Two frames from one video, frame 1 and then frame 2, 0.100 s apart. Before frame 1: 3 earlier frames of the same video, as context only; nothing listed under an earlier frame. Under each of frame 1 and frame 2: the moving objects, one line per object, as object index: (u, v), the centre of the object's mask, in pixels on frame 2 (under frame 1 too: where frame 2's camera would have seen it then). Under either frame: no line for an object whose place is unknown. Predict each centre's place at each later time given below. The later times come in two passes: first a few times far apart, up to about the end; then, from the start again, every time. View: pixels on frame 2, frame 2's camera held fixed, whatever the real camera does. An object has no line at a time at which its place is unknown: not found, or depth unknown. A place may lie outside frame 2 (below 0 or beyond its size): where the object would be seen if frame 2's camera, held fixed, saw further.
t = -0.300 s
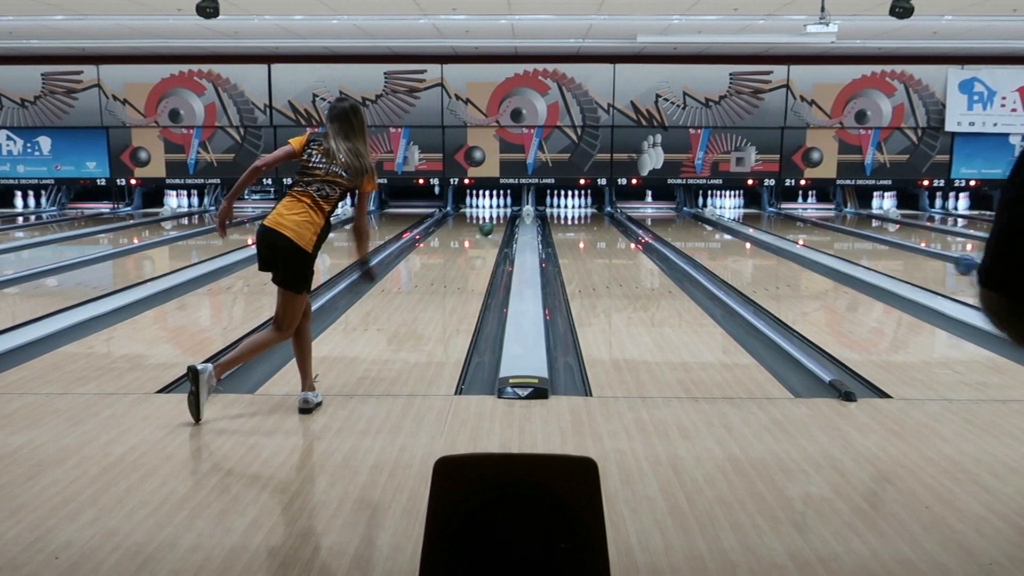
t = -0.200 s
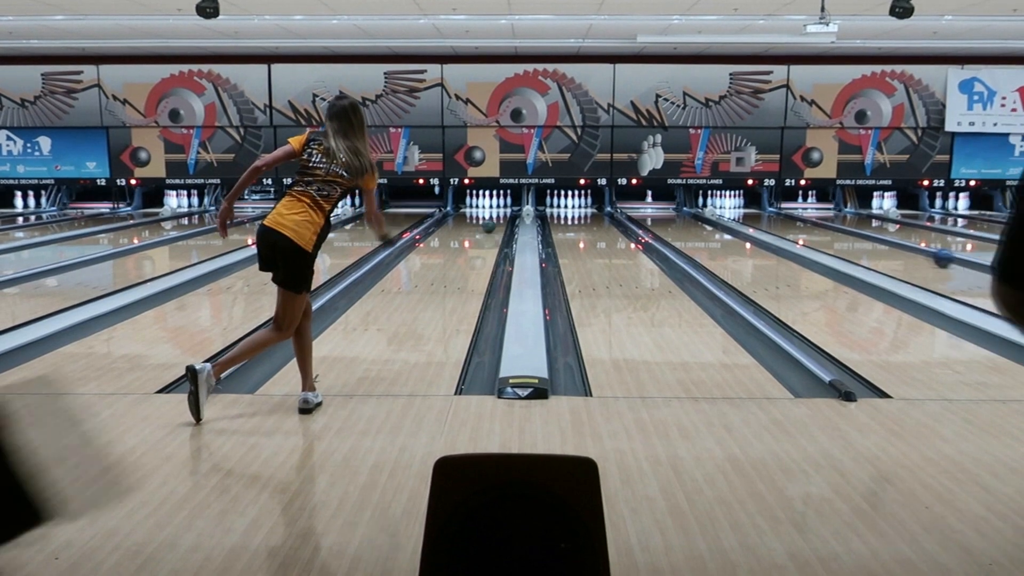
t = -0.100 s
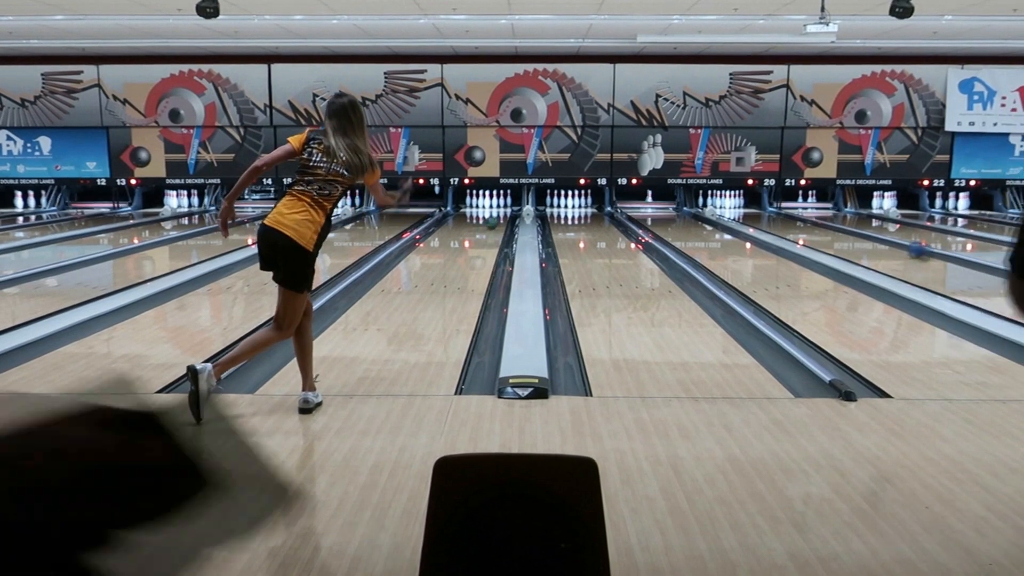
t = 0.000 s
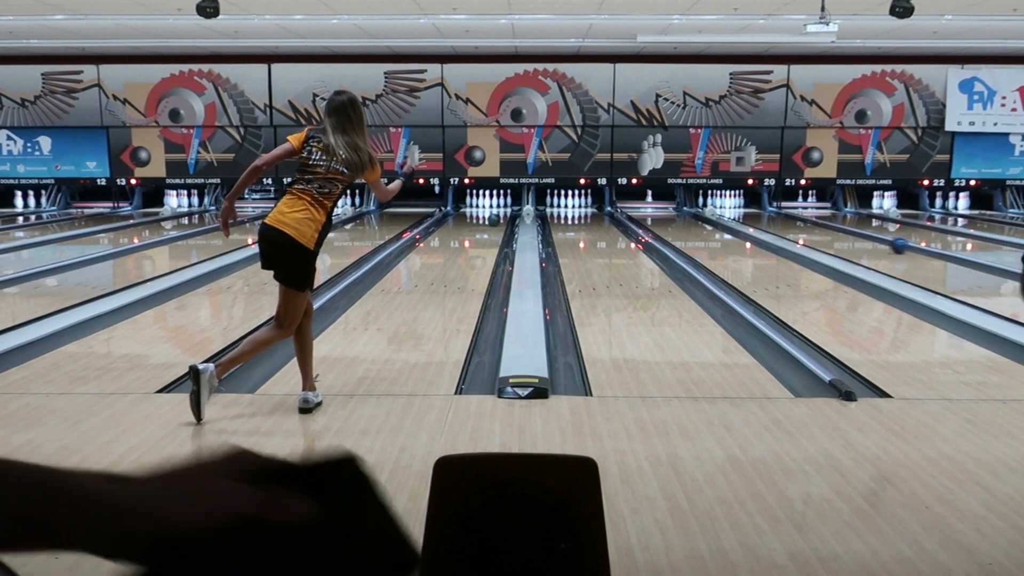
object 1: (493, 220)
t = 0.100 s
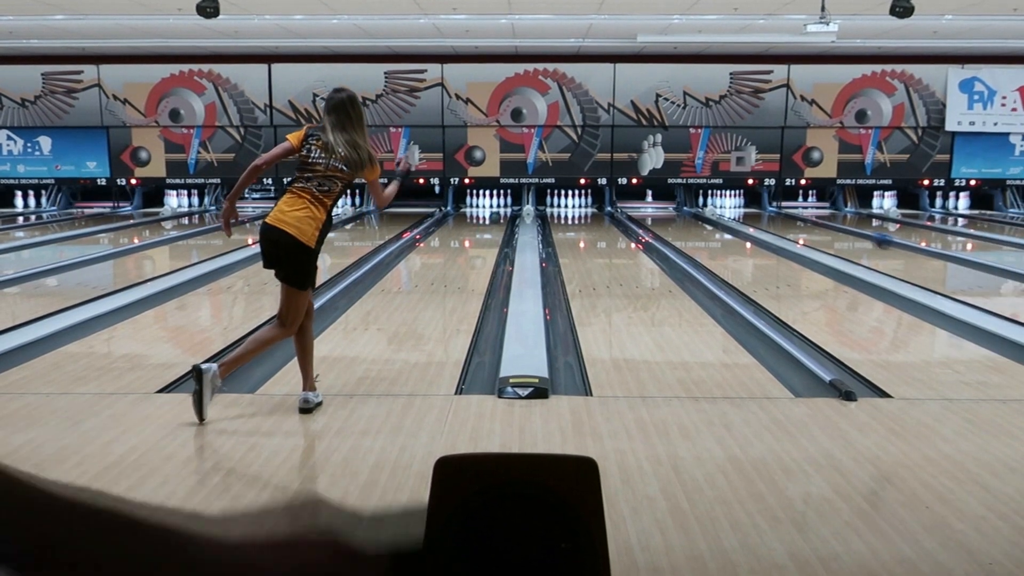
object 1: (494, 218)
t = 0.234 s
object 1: (496, 215)
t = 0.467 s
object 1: (496, 210)
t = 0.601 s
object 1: (495, 208)
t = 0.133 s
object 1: (495, 217)
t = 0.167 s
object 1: (496, 216)
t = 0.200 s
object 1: (496, 215)
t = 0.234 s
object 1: (496, 215)
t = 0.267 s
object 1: (496, 214)
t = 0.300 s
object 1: (496, 213)
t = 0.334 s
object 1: (496, 213)
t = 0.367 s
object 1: (497, 212)
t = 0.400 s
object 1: (497, 212)
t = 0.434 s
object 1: (497, 211)
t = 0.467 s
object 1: (496, 210)
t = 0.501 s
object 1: (496, 210)
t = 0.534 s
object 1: (496, 209)
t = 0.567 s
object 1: (496, 209)
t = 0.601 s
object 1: (495, 208)
